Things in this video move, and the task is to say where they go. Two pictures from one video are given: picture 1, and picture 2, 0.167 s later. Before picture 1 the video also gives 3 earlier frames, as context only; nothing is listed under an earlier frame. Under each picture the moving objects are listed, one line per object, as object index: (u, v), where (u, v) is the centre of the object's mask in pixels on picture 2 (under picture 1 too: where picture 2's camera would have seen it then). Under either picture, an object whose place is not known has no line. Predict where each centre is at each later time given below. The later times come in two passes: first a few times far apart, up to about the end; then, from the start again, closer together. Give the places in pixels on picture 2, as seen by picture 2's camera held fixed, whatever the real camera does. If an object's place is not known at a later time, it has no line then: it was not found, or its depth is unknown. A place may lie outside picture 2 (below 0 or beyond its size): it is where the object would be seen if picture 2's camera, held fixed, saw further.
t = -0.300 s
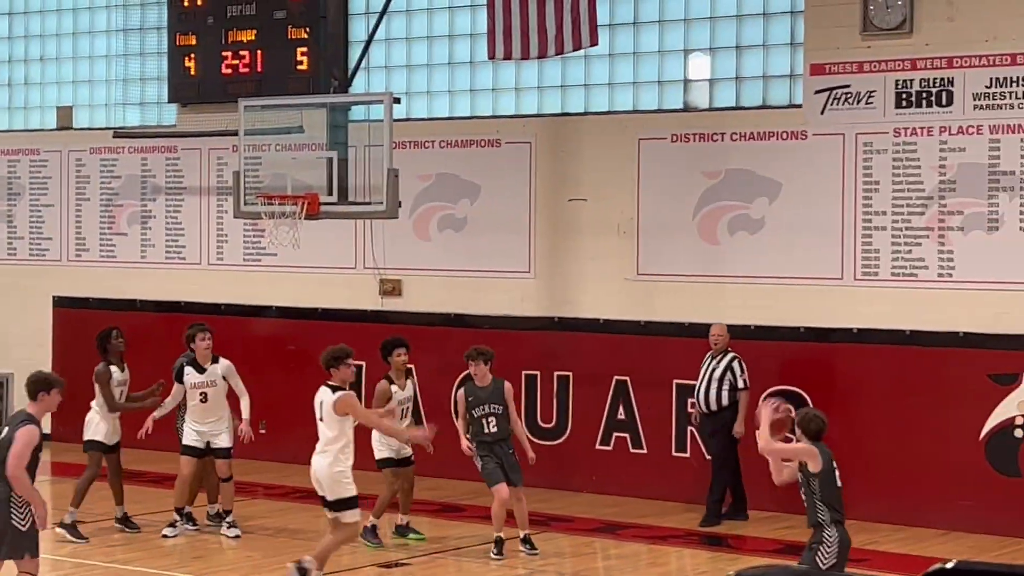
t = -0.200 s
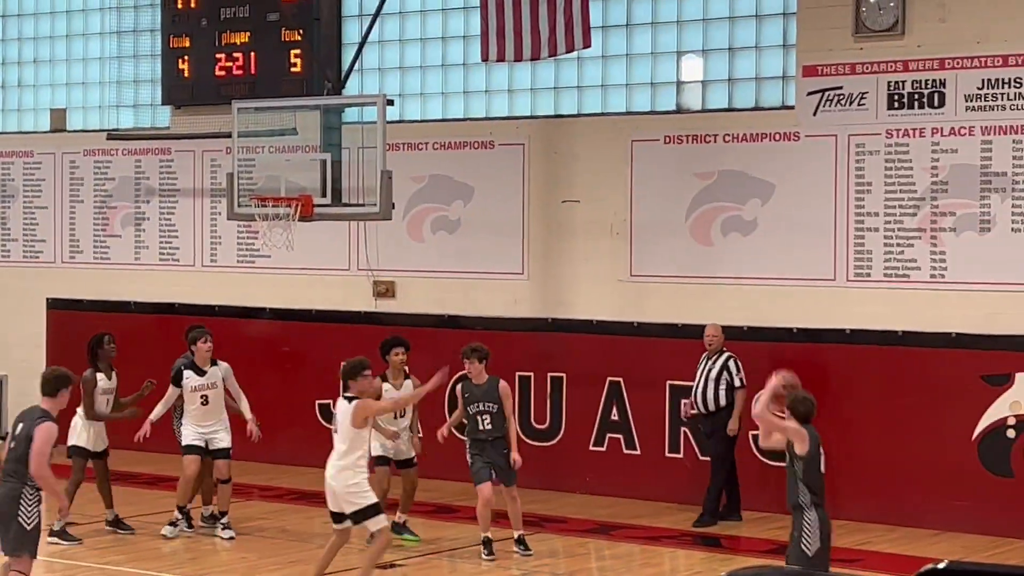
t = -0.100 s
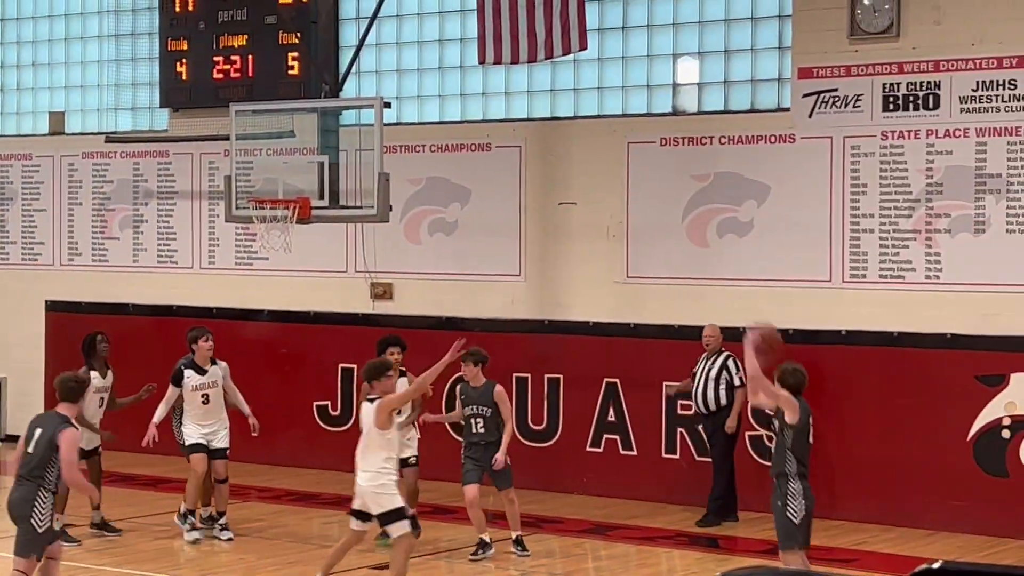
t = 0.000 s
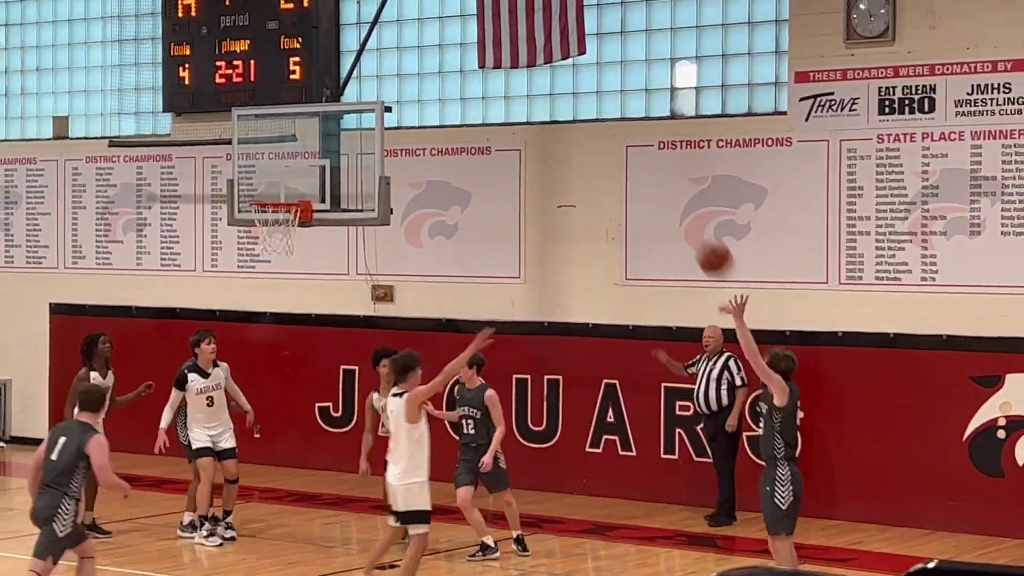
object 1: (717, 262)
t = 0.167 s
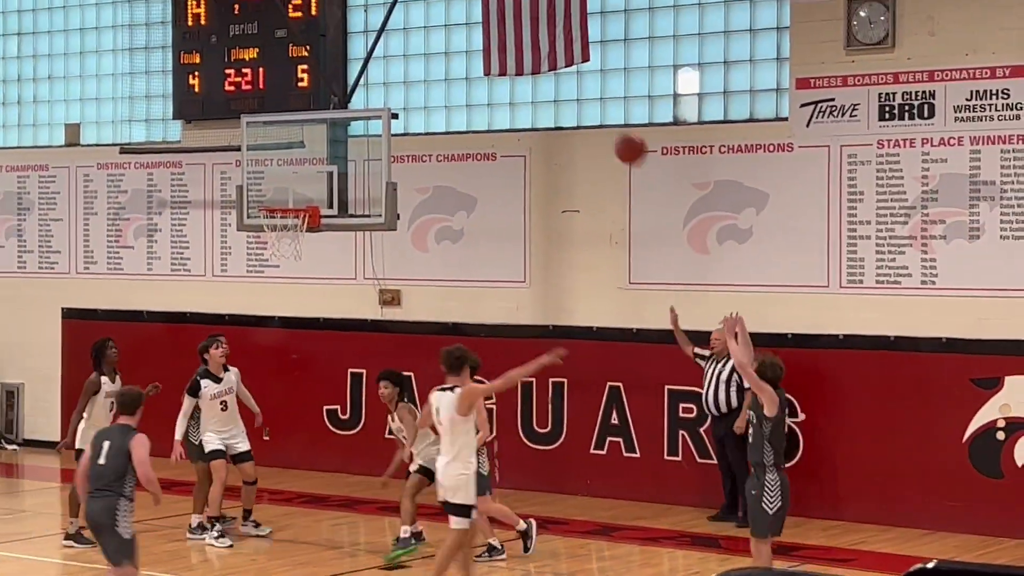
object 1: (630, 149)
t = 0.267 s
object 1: (584, 102)
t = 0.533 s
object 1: (471, 51)
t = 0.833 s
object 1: (364, 96)
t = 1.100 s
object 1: (286, 206)
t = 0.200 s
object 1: (615, 132)
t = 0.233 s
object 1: (599, 116)
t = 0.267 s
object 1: (584, 102)
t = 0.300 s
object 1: (568, 90)
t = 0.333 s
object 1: (554, 80)
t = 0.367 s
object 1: (539, 72)
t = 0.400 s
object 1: (526, 64)
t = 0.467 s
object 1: (497, 57)
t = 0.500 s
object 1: (484, 52)
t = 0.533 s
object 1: (471, 51)
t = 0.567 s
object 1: (458, 51)
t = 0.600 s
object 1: (445, 53)
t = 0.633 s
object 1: (433, 55)
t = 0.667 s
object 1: (421, 59)
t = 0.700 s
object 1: (409, 64)
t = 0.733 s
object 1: (398, 70)
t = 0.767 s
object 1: (386, 77)
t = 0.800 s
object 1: (375, 86)
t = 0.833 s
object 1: (364, 96)
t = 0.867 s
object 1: (353, 107)
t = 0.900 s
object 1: (341, 117)
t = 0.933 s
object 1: (333, 132)
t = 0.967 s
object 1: (322, 144)
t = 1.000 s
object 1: (312, 159)
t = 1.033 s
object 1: (303, 175)
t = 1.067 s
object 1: (294, 192)
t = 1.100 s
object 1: (286, 206)
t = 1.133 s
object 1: (281, 209)
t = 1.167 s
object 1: (282, 210)
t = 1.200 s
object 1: (295, 211)
